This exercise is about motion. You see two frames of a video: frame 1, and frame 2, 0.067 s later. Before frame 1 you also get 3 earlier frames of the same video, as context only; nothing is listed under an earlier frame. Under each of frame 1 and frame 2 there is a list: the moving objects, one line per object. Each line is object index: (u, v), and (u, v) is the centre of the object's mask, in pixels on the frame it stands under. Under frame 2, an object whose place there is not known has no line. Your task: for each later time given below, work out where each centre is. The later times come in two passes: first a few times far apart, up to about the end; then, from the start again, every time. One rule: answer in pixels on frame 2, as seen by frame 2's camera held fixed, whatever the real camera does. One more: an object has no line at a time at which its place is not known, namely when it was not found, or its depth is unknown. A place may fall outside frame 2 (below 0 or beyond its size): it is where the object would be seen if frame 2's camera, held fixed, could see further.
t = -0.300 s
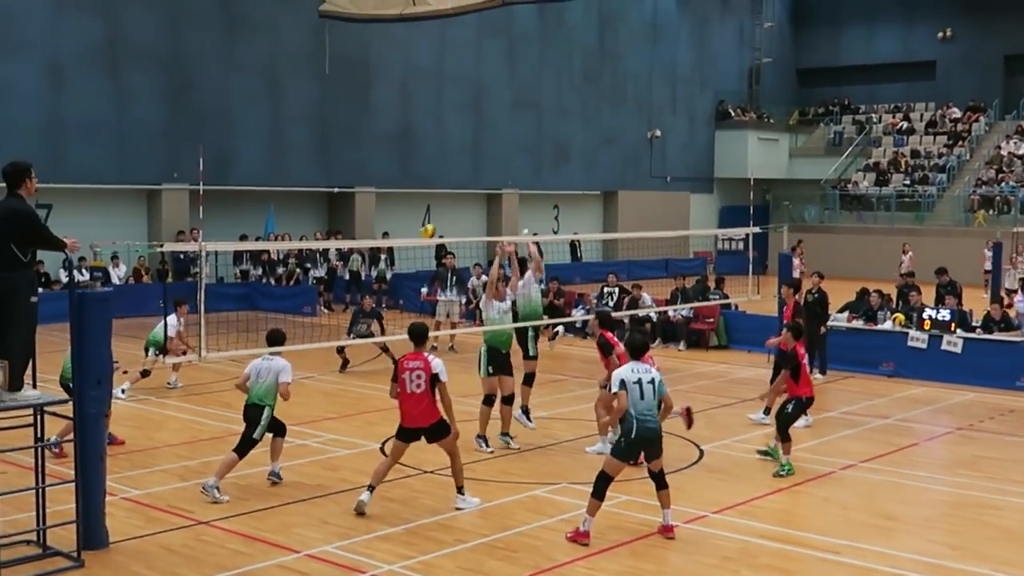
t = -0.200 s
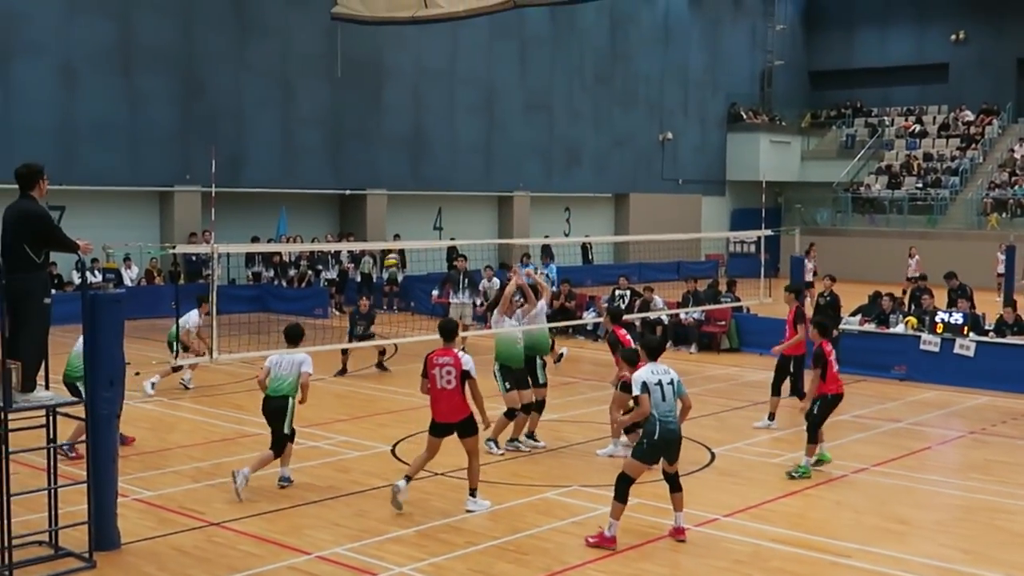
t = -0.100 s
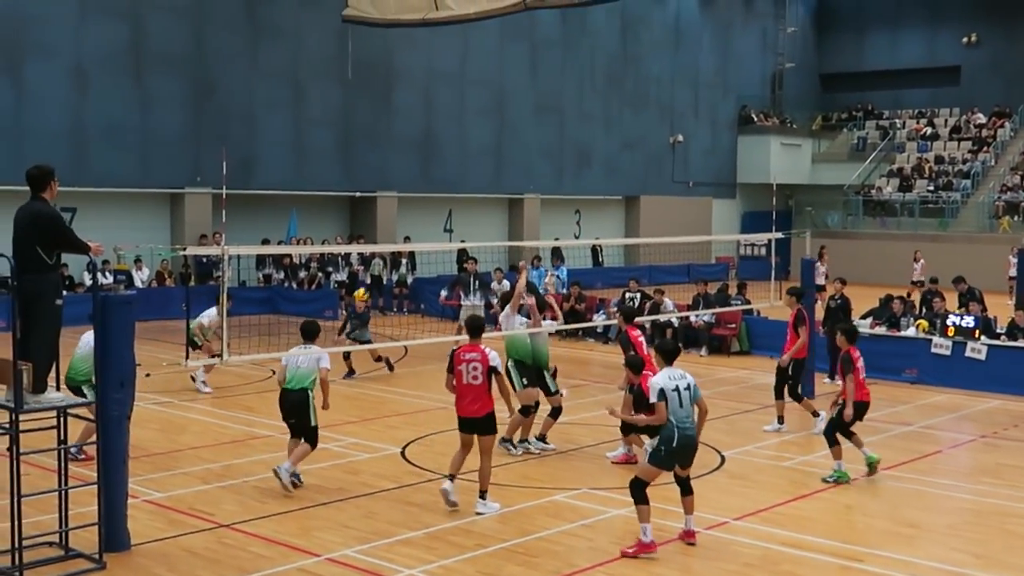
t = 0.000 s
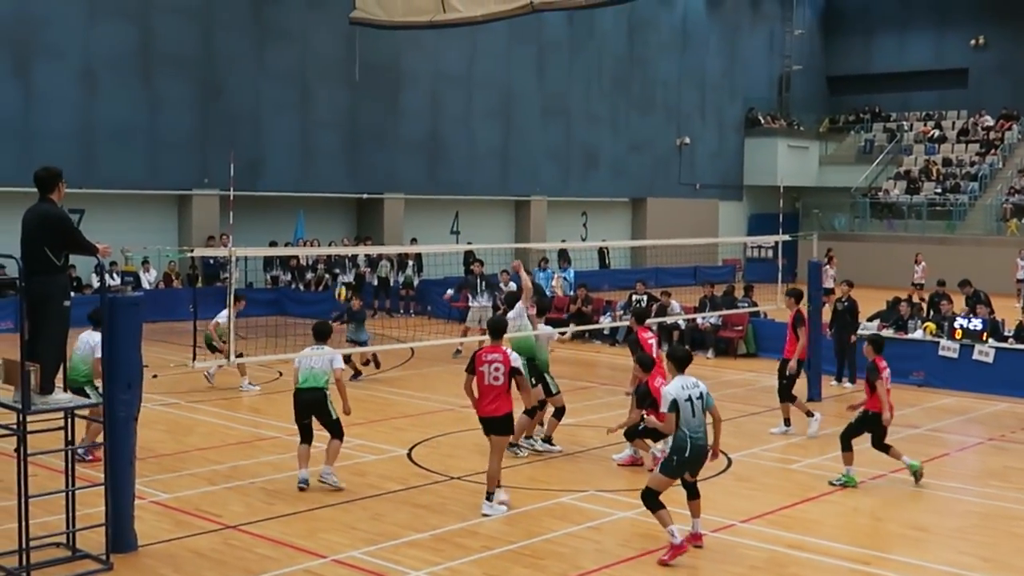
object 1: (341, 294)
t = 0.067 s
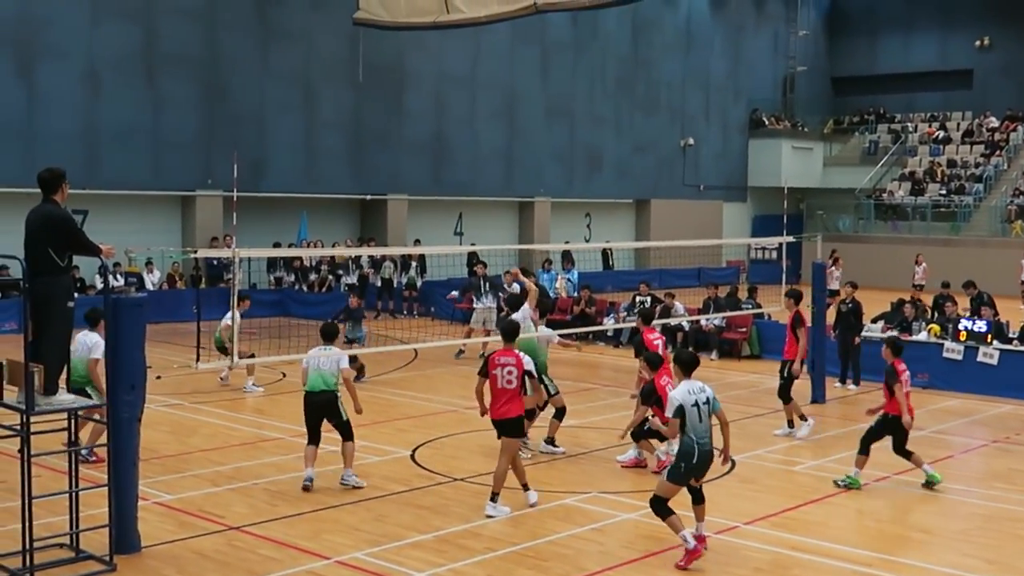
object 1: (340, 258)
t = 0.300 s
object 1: (326, 134)
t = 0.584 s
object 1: (307, 38)
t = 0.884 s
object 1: (286, -3)
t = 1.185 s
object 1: (265, 19)
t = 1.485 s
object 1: (244, 102)
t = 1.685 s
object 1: (231, 187)
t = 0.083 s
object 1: (339, 242)
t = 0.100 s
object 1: (338, 233)
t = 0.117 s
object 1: (338, 225)
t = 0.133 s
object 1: (337, 215)
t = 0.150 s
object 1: (336, 206)
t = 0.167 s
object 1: (335, 197)
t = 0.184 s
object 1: (334, 189)
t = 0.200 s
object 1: (333, 180)
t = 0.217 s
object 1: (331, 173)
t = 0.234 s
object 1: (331, 165)
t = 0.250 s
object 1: (330, 157)
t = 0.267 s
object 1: (329, 149)
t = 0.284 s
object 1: (328, 141)
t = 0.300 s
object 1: (326, 134)
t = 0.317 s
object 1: (325, 126)
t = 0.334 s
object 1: (323, 120)
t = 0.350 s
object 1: (323, 113)
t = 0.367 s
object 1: (322, 106)
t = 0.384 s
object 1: (321, 100)
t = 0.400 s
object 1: (320, 93)
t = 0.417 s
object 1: (318, 88)
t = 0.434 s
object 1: (318, 82)
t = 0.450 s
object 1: (316, 77)
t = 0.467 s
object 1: (315, 71)
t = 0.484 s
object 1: (314, 66)
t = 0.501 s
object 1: (313, 60)
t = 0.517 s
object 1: (312, 55)
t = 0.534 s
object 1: (310, 51)
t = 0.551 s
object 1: (309, 46)
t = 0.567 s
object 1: (308, 42)
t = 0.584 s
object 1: (307, 38)
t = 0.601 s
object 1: (306, 34)
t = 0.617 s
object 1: (305, 30)
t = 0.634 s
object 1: (304, 27)
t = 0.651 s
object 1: (302, 23)
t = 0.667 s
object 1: (301, 21)
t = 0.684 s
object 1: (300, 18)
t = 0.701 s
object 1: (299, 15)
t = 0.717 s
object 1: (297, 13)
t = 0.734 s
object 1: (296, 10)
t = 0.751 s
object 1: (295, 8)
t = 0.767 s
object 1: (294, 6)
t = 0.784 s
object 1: (293, 5)
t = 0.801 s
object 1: (291, 3)
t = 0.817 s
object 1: (290, 2)
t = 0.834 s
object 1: (289, 0)
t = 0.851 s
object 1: (288, -1)
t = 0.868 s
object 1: (287, -2)
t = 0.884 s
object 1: (286, -3)
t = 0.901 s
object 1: (284, -3)
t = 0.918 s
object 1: (283, -3)
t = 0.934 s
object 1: (282, -3)
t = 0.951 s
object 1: (280, -3)
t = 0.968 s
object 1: (280, -2)
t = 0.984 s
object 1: (279, -2)
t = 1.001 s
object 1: (278, -1)
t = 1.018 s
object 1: (276, -1)
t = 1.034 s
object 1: (275, 1)
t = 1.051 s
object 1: (274, 3)
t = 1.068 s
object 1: (272, 4)
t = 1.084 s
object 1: (272, 5)
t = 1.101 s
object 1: (271, 7)
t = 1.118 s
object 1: (270, 10)
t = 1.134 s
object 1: (268, 12)
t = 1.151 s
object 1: (267, 15)
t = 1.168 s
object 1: (266, 17)
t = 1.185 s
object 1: (265, 19)
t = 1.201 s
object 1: (264, 23)
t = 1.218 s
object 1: (263, 26)
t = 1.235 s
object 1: (262, 29)
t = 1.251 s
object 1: (260, 32)
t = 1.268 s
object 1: (259, 36)
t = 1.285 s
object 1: (258, 40)
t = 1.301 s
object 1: (256, 44)
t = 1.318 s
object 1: (256, 49)
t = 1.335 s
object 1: (255, 53)
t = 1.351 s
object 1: (254, 58)
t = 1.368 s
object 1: (252, 63)
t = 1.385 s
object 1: (251, 68)
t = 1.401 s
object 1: (250, 73)
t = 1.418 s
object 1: (249, 78)
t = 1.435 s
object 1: (248, 84)
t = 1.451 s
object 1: (247, 90)
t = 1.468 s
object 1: (246, 95)
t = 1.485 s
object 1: (244, 102)
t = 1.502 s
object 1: (243, 108)
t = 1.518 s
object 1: (242, 115)
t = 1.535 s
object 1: (241, 121)
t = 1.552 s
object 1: (240, 128)
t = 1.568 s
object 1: (239, 134)
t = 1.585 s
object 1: (238, 141)
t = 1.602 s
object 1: (236, 148)
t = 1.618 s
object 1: (235, 156)
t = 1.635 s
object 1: (234, 165)
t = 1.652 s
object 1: (233, 172)
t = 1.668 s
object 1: (232, 180)
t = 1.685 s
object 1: (231, 187)
